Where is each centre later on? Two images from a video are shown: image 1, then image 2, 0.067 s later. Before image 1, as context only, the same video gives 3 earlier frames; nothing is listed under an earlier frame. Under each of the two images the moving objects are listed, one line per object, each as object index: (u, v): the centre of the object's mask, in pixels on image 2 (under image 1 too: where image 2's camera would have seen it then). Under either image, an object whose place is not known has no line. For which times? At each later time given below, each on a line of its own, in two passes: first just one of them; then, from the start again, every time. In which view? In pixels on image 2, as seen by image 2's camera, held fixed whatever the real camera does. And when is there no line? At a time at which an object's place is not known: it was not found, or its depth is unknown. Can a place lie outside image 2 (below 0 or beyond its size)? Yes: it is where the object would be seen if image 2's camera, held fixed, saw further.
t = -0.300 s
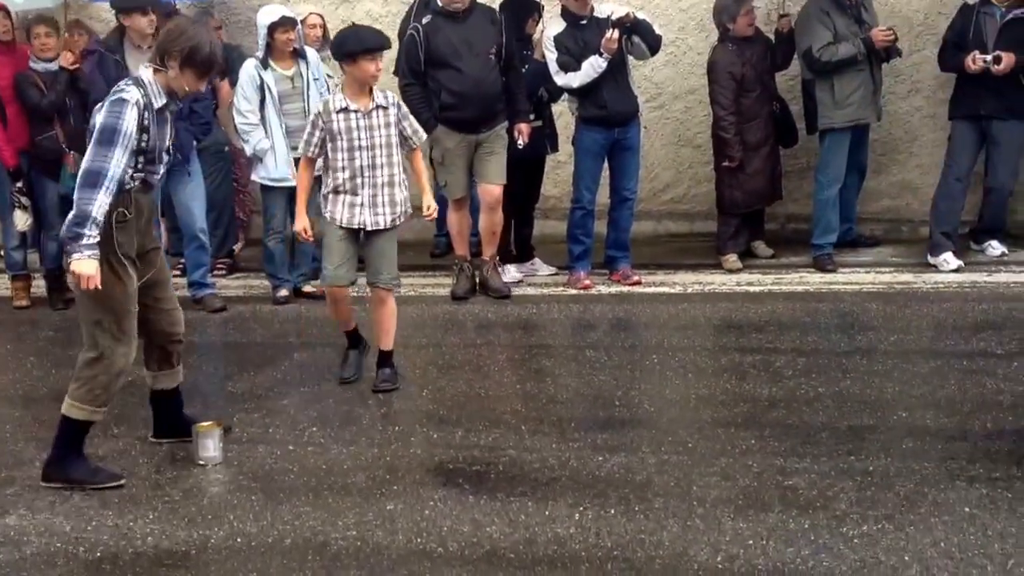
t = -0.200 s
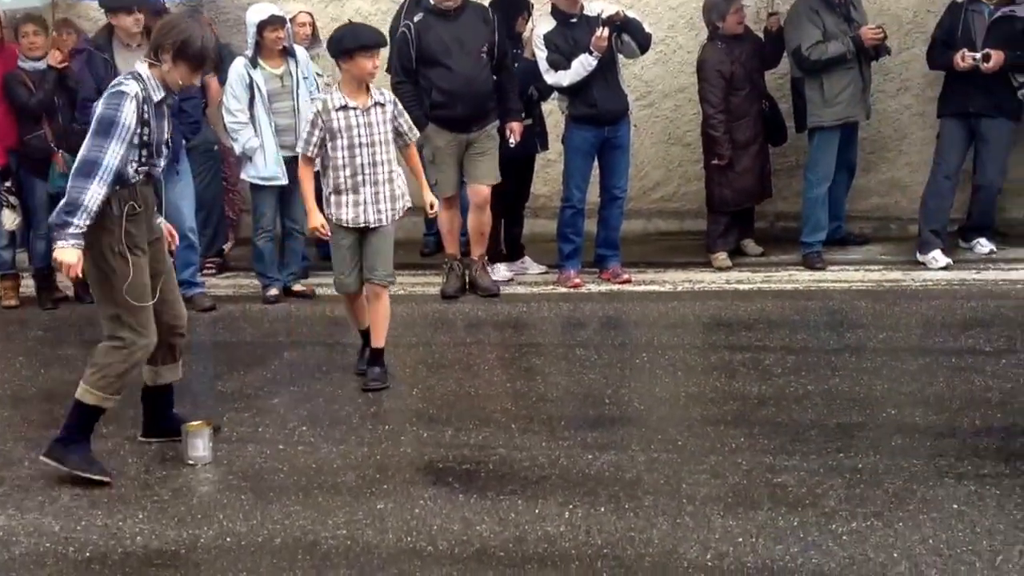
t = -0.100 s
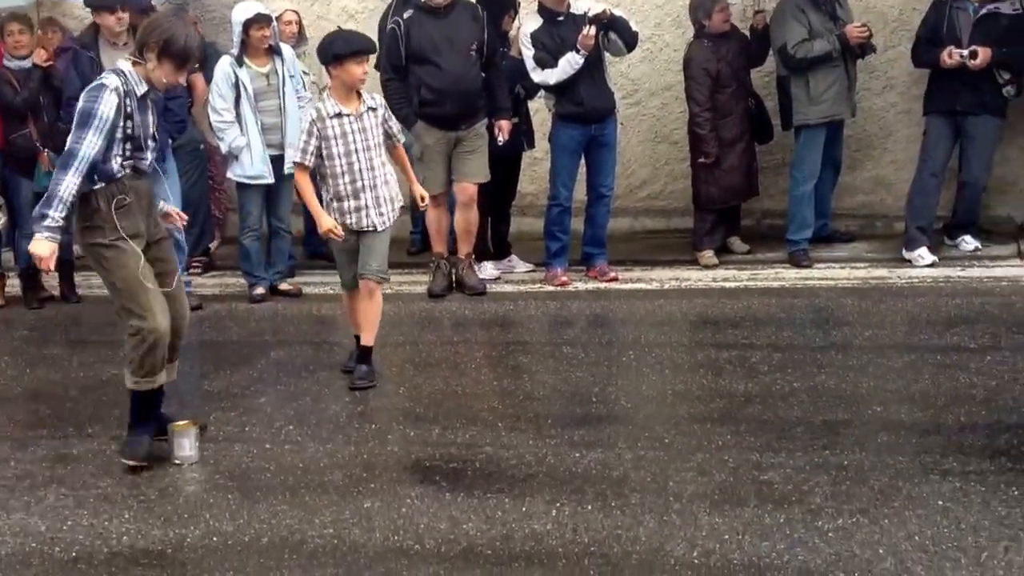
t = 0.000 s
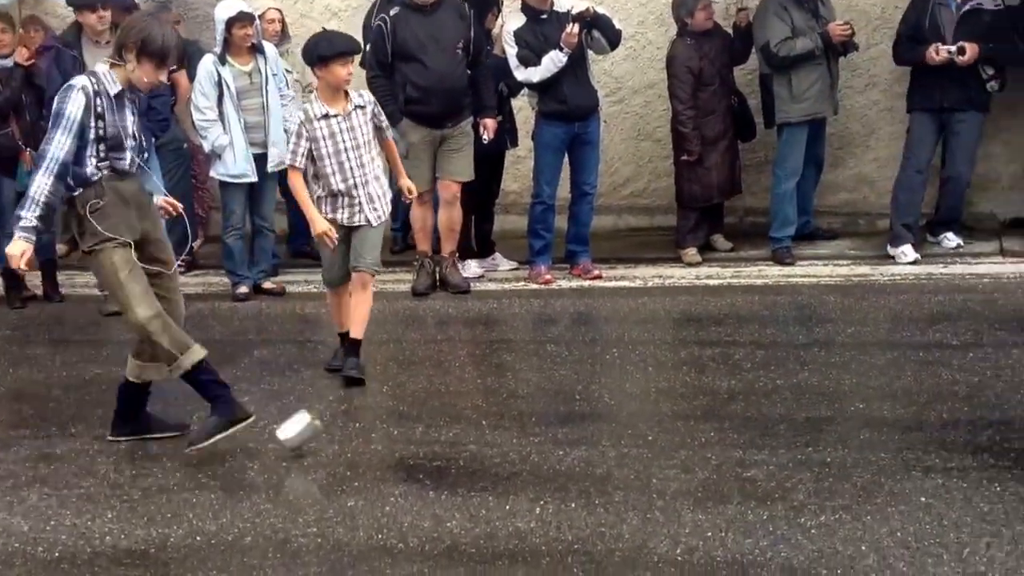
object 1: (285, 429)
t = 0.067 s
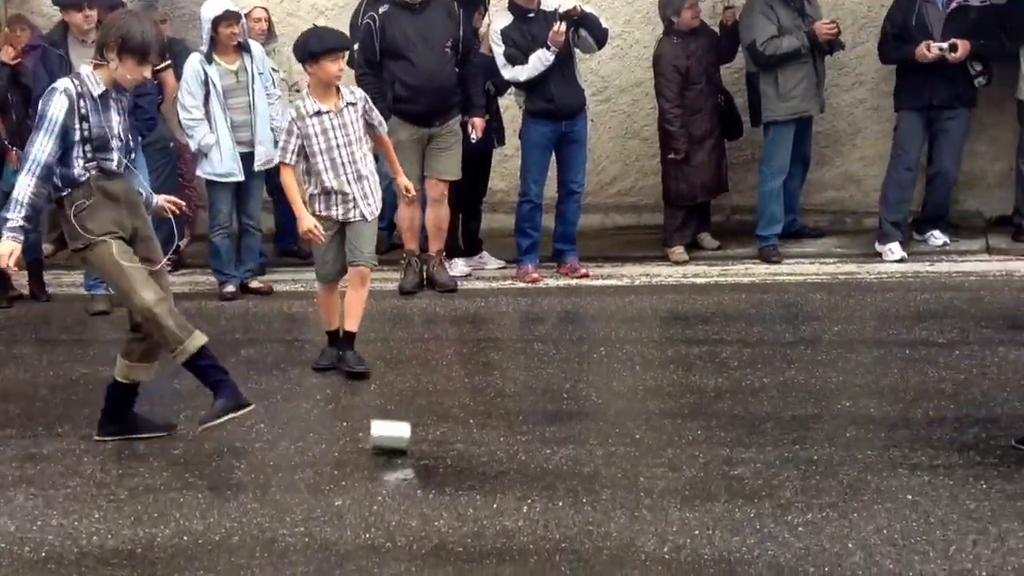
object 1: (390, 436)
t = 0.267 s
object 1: (587, 410)
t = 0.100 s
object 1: (426, 426)
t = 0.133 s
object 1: (458, 416)
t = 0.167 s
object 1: (490, 409)
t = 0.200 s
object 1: (522, 406)
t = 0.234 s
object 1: (555, 406)
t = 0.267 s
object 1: (587, 410)
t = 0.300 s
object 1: (620, 419)
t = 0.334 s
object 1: (653, 425)
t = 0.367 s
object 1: (673, 415)
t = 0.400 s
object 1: (692, 408)
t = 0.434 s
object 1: (709, 403)
